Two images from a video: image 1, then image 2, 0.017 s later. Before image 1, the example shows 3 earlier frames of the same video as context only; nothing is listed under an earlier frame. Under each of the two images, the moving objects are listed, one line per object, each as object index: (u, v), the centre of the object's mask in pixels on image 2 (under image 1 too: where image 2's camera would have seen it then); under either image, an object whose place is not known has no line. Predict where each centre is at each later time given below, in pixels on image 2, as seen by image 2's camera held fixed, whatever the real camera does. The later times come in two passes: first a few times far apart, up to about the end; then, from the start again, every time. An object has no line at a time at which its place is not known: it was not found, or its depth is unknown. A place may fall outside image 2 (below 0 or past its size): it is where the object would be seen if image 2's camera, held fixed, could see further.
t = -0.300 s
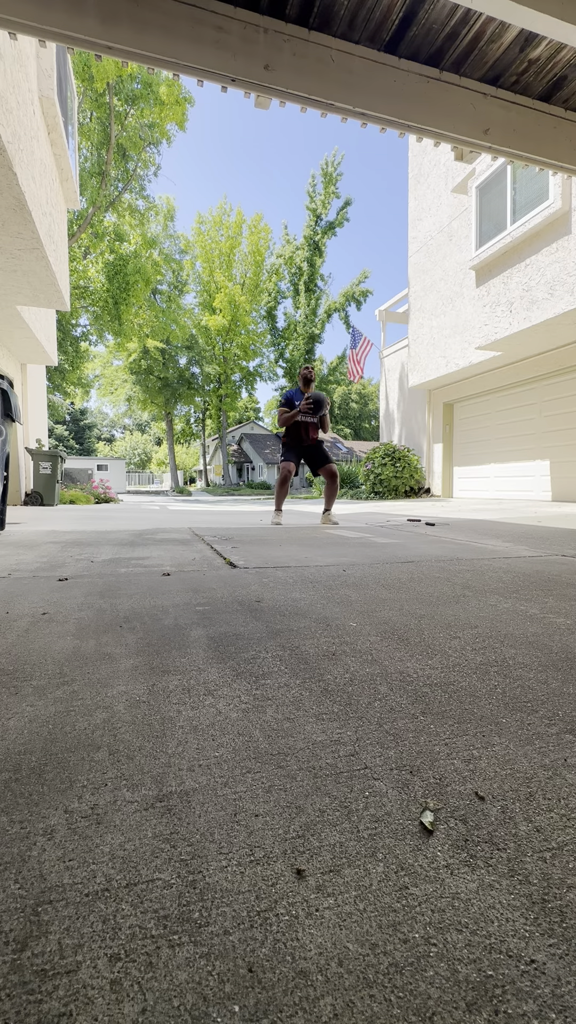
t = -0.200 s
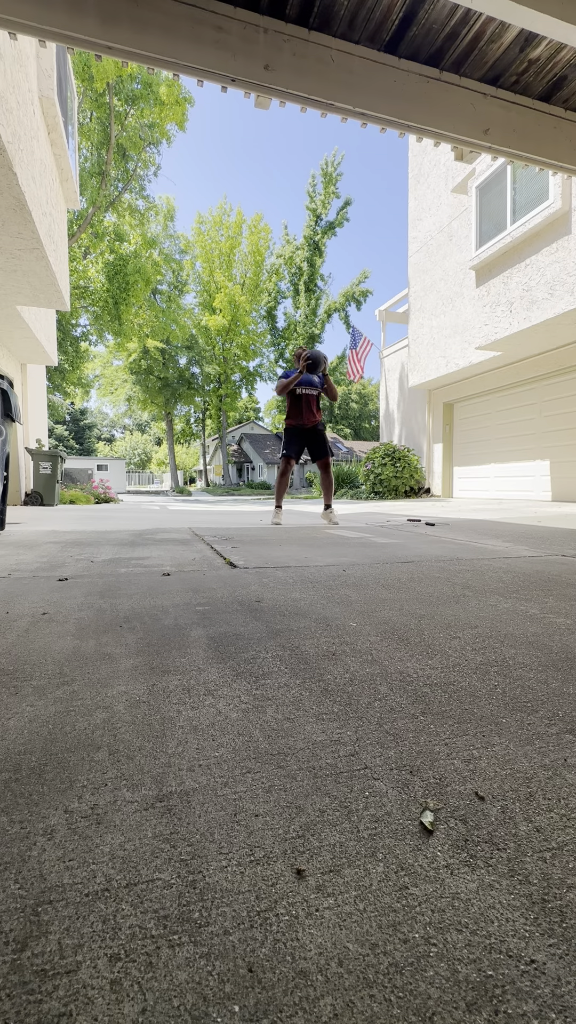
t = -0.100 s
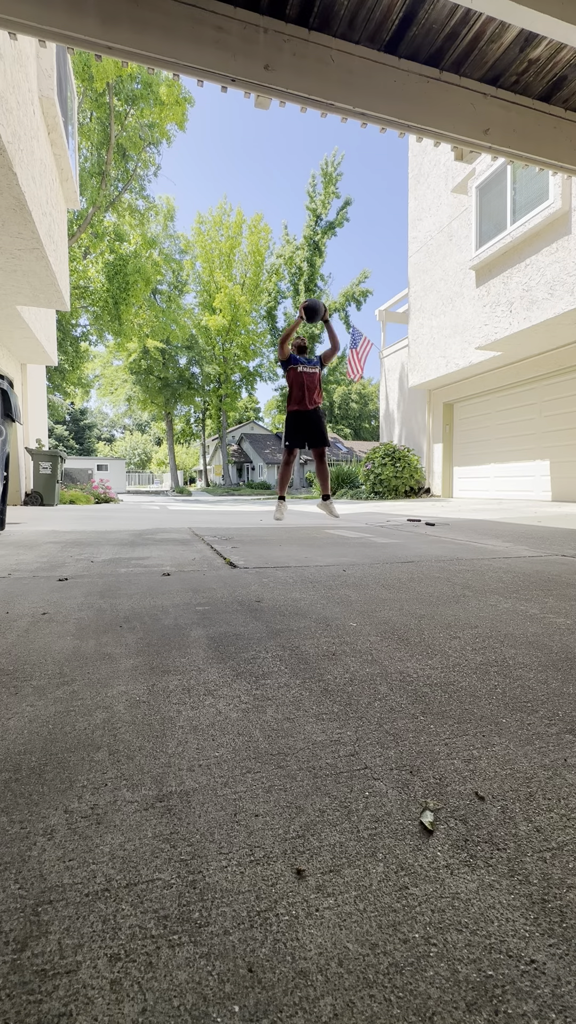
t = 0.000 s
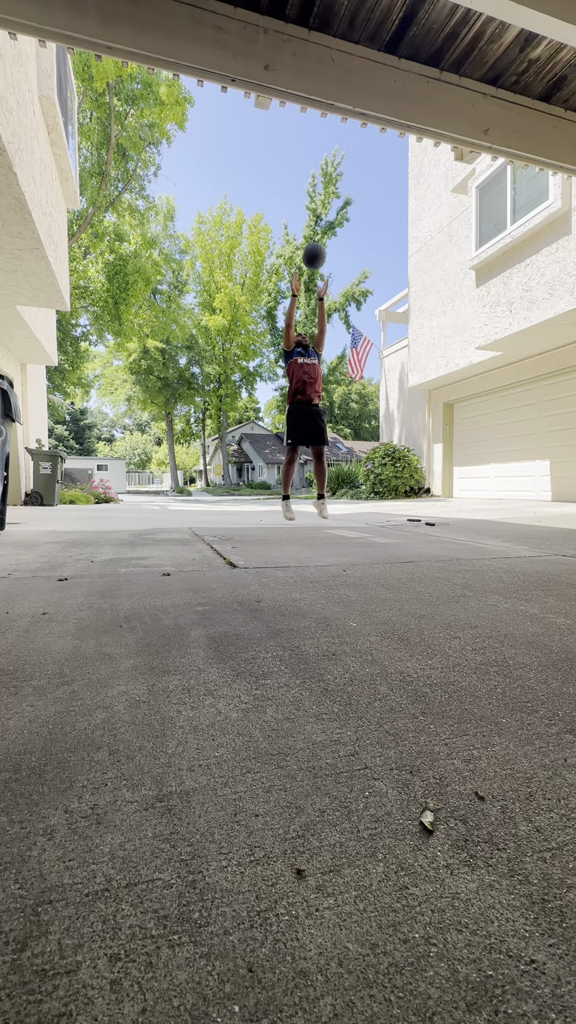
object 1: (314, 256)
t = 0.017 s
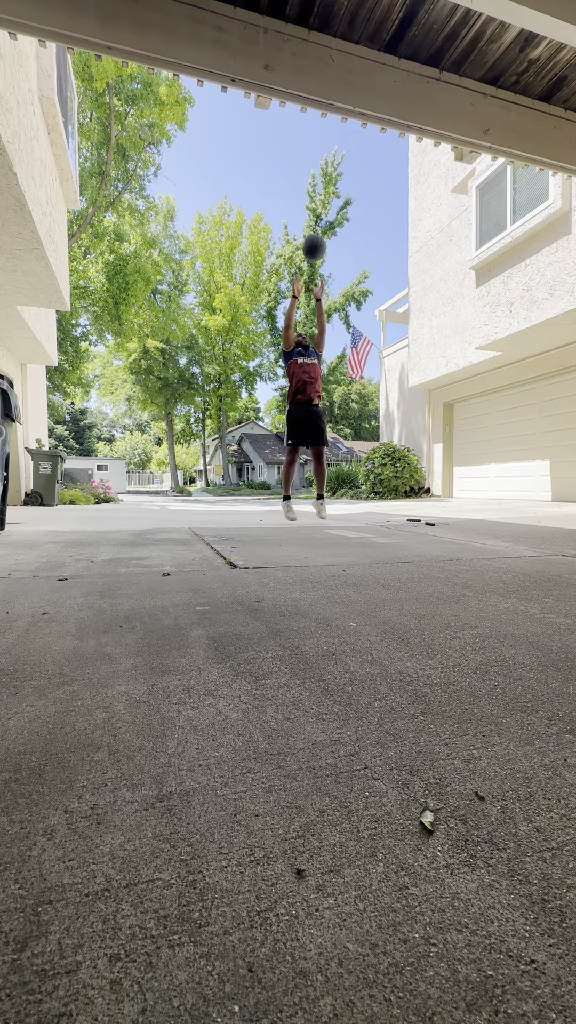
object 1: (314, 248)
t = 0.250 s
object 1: (317, 159)
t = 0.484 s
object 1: (319, 130)
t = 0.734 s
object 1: (323, 165)
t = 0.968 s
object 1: (325, 263)
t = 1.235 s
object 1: (327, 451)
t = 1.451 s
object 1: (332, 511)
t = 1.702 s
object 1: (339, 518)
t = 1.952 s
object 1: (339, 518)
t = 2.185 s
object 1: (339, 518)
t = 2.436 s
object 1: (339, 518)
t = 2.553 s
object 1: (339, 518)
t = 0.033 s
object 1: (314, 240)
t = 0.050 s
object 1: (314, 231)
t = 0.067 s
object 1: (314, 224)
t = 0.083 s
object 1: (314, 217)
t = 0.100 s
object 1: (315, 210)
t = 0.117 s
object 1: (315, 203)
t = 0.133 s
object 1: (315, 197)
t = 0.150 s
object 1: (315, 190)
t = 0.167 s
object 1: (316, 184)
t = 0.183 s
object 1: (316, 179)
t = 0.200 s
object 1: (316, 173)
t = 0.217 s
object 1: (316, 168)
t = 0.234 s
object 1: (317, 164)
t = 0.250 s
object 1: (317, 159)
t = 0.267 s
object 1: (317, 155)
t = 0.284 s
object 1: (317, 152)
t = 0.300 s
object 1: (317, 148)
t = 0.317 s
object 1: (317, 145)
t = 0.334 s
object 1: (318, 142)
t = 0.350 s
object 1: (318, 139)
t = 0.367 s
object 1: (318, 137)
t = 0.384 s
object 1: (318, 135)
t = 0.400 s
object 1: (318, 133)
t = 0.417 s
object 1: (319, 132)
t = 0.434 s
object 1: (319, 131)
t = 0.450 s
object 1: (319, 130)
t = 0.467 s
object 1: (319, 130)
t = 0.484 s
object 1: (319, 130)
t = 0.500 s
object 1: (319, 130)
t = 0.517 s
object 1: (320, 131)
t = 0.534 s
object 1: (320, 131)
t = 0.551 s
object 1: (320, 132)
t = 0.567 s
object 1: (320, 134)
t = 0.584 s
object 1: (321, 135)
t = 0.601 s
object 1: (321, 137)
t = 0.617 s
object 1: (321, 140)
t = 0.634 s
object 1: (321, 142)
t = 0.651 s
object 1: (321, 146)
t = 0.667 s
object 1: (322, 149)
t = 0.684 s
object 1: (322, 153)
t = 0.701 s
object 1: (322, 156)
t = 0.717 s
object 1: (322, 161)
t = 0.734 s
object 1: (323, 165)
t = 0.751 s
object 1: (323, 170)
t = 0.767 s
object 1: (323, 175)
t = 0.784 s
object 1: (323, 181)
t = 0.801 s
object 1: (323, 187)
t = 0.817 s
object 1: (323, 193)
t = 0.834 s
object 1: (323, 199)
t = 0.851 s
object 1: (323, 207)
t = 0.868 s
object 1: (324, 214)
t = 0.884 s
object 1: (324, 221)
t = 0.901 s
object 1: (324, 229)
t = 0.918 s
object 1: (324, 237)
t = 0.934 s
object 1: (324, 246)
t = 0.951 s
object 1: (325, 254)
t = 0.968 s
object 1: (325, 263)
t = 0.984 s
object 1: (325, 273)
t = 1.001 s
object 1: (325, 282)
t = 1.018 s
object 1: (325, 292)
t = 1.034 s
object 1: (326, 303)
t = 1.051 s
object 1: (326, 313)
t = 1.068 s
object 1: (326, 324)
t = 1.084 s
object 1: (326, 335)
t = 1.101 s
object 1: (326, 347)
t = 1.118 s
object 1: (326, 359)
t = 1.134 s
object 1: (327, 371)
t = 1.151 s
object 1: (327, 383)
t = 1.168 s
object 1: (327, 396)
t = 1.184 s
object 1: (327, 409)
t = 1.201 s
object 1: (327, 423)
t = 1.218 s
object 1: (327, 437)
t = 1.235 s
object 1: (327, 451)
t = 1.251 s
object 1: (328, 465)
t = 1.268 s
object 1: (328, 479)
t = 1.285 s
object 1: (328, 494)
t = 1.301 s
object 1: (328, 509)
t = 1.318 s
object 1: (329, 521)
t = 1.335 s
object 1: (328, 521)
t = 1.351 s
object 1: (328, 519)
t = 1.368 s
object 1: (329, 517)
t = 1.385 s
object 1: (329, 515)
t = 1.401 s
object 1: (330, 513)
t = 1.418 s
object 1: (331, 512)
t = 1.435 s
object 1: (331, 512)
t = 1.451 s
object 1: (332, 511)
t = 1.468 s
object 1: (332, 511)
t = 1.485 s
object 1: (333, 511)
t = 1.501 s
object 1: (334, 511)
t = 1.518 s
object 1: (334, 512)
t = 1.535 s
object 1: (335, 513)
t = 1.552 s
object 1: (336, 514)
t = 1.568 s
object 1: (336, 516)
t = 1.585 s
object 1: (337, 518)
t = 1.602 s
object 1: (337, 519)
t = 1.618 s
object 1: (338, 519)
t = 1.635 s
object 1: (338, 519)
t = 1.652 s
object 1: (338, 518)
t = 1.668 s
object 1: (338, 518)
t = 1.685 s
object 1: (338, 518)
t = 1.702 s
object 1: (339, 518)
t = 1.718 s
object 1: (339, 518)
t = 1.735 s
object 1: (339, 518)
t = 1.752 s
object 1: (339, 518)
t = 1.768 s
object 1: (339, 518)
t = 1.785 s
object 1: (340, 518)
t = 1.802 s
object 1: (340, 518)
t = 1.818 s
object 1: (340, 518)
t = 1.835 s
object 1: (340, 518)
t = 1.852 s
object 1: (340, 518)
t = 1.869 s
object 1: (340, 518)
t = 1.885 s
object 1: (340, 518)
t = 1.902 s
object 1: (340, 518)
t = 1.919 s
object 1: (340, 518)
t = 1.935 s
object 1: (340, 518)
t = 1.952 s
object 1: (339, 518)
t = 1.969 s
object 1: (339, 518)
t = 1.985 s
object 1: (339, 518)
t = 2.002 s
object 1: (339, 518)
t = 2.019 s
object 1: (339, 518)
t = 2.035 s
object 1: (339, 518)
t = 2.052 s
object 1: (339, 518)
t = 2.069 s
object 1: (339, 518)
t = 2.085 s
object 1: (339, 518)
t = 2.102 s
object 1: (339, 518)
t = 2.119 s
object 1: (339, 518)
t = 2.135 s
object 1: (339, 518)
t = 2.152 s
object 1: (339, 518)
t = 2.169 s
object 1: (339, 518)
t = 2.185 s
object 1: (339, 518)
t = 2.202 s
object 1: (339, 518)
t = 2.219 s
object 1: (339, 518)
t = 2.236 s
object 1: (339, 518)
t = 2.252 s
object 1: (339, 518)
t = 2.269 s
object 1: (339, 518)
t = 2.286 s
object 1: (339, 518)
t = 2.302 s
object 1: (339, 518)
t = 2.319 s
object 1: (339, 518)
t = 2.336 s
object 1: (339, 518)
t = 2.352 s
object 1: (339, 518)
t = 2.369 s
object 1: (339, 518)
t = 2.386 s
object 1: (339, 518)
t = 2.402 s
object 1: (339, 518)
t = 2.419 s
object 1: (339, 518)
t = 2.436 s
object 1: (339, 518)
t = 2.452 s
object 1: (339, 518)
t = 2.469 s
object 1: (339, 518)
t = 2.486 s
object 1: (339, 518)
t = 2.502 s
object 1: (339, 518)
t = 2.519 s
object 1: (339, 518)
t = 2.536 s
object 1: (339, 518)
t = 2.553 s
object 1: (339, 518)
